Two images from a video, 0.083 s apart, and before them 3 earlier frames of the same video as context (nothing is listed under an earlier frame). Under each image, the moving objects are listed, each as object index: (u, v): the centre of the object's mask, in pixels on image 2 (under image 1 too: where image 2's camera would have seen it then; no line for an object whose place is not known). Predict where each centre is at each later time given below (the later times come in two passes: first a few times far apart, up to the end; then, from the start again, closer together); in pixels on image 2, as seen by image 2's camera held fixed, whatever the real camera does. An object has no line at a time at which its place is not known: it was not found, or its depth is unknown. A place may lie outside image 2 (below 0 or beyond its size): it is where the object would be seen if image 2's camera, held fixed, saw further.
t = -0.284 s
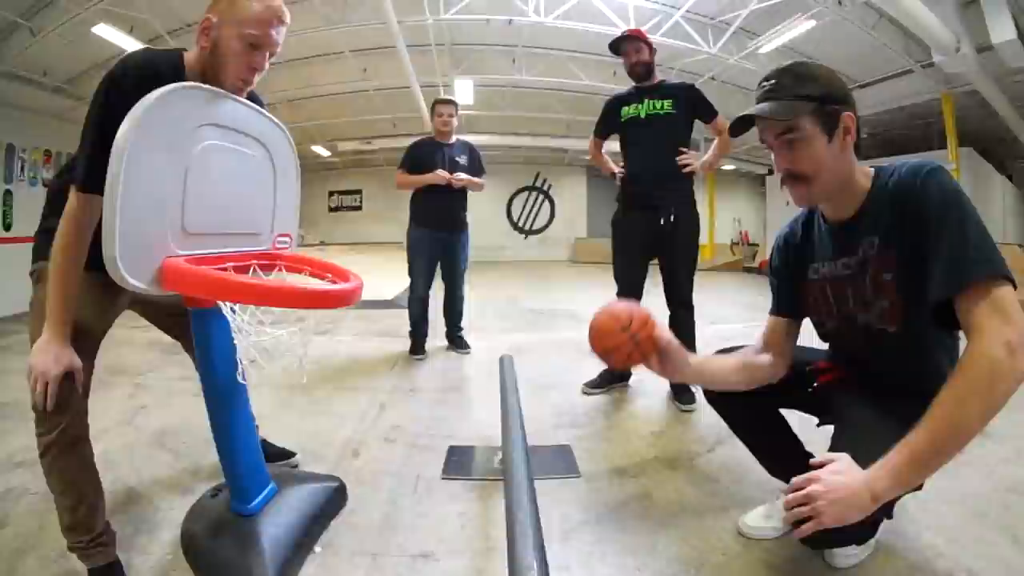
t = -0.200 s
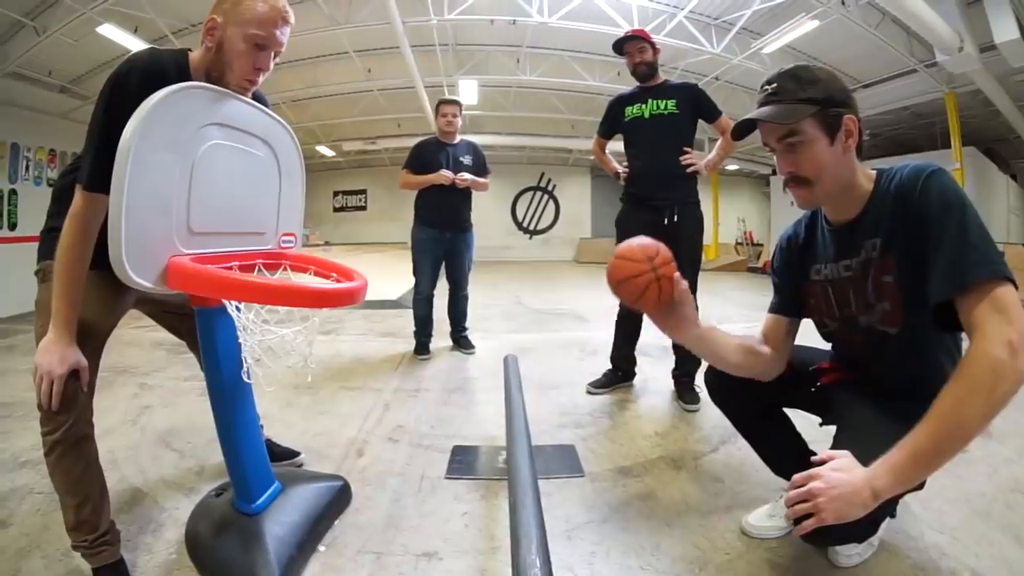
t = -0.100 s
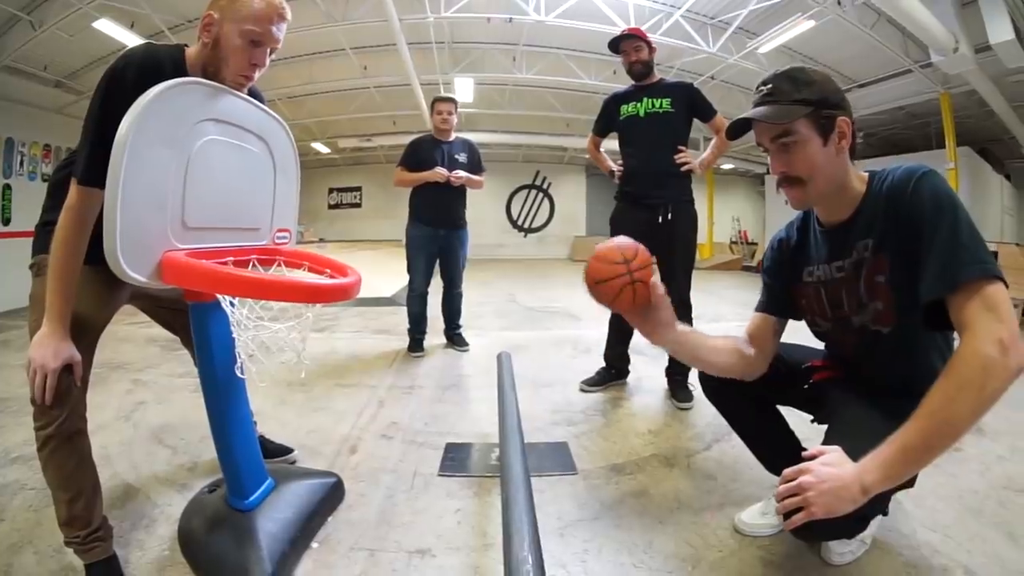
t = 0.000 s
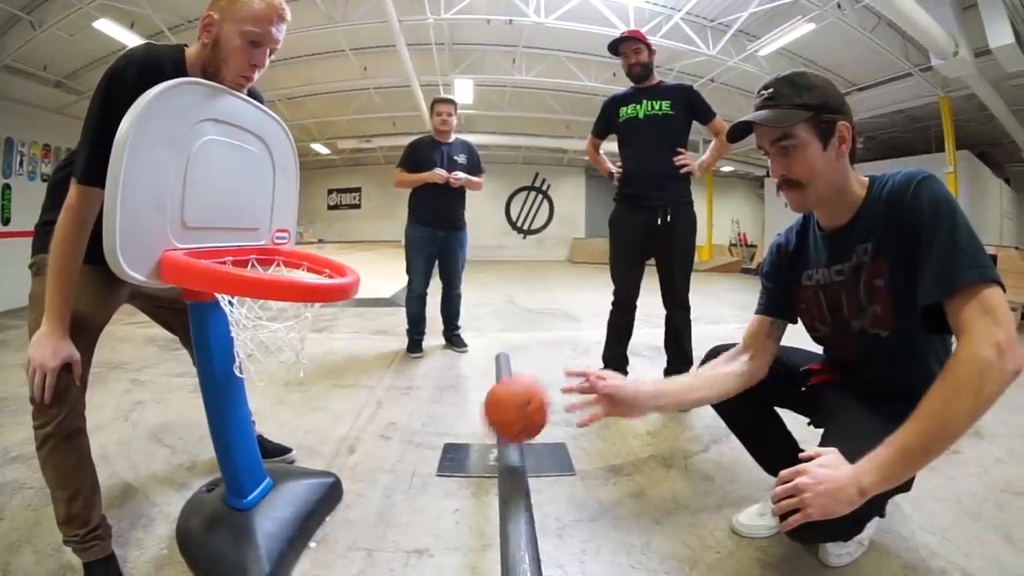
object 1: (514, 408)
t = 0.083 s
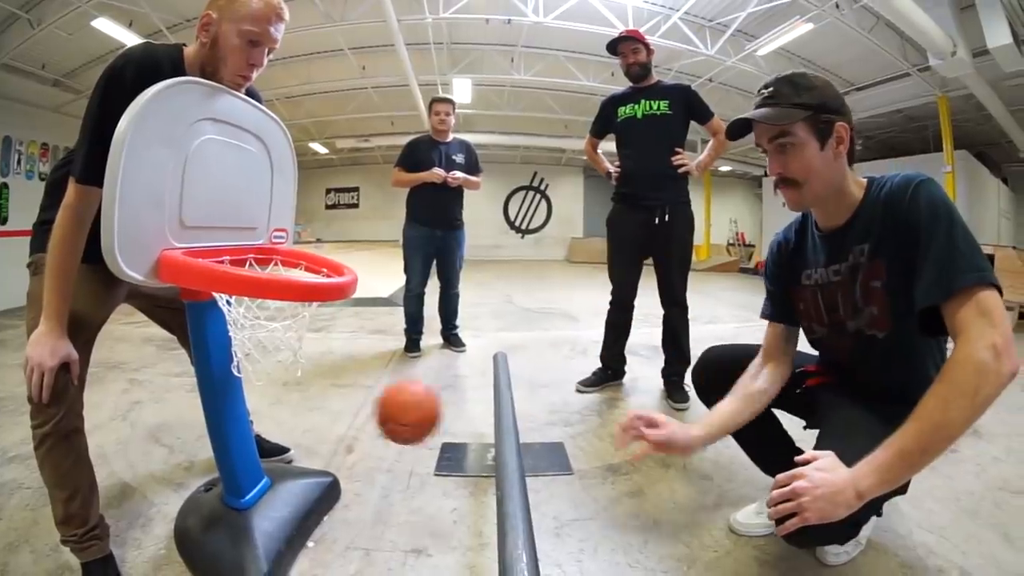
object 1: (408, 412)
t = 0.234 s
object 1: (246, 406)
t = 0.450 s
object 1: (389, 502)
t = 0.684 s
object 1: (443, 531)
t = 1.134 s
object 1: (333, 532)
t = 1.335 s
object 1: (327, 537)
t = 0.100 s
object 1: (386, 407)
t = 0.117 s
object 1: (365, 402)
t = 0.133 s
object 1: (344, 399)
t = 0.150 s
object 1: (325, 398)
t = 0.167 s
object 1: (306, 397)
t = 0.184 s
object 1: (289, 398)
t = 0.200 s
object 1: (275, 400)
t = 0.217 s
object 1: (259, 403)
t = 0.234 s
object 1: (246, 406)
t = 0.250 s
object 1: (251, 406)
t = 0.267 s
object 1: (261, 408)
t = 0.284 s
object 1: (270, 410)
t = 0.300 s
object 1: (278, 414)
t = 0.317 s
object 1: (289, 419)
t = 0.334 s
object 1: (299, 426)
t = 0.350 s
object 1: (311, 434)
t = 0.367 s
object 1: (323, 442)
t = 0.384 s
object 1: (335, 452)
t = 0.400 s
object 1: (348, 464)
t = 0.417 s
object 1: (361, 476)
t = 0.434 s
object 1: (375, 489)
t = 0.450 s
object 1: (389, 502)
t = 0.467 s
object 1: (403, 516)
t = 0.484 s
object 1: (418, 531)
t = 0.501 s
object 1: (432, 545)
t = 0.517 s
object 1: (446, 557)
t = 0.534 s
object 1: (457, 561)
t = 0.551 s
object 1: (462, 555)
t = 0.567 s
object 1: (466, 547)
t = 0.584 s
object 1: (469, 537)
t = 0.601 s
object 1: (472, 528)
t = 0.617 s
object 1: (475, 519)
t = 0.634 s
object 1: (471, 519)
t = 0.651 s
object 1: (462, 522)
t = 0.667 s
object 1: (453, 526)
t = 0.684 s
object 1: (443, 531)
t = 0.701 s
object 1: (434, 536)
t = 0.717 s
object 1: (426, 542)
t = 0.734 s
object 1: (418, 548)
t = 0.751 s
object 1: (412, 552)
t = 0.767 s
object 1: (406, 552)
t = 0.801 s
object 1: (397, 541)
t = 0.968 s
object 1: (365, 527)
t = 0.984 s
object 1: (362, 530)
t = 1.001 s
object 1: (361, 534)
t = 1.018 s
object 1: (359, 539)
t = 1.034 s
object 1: (358, 545)
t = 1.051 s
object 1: (357, 551)
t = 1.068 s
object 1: (353, 549)
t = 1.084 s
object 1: (347, 544)
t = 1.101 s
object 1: (343, 538)
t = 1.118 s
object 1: (337, 535)
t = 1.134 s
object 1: (333, 532)
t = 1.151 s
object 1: (329, 530)
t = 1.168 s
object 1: (325, 528)
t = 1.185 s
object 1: (322, 528)
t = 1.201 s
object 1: (317, 527)
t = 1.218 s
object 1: (314, 529)
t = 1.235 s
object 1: (312, 531)
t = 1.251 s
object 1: (309, 533)
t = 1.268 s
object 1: (310, 534)
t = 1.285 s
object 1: (314, 534)
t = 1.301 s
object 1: (318, 534)
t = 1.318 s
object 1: (323, 535)
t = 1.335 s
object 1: (327, 537)
